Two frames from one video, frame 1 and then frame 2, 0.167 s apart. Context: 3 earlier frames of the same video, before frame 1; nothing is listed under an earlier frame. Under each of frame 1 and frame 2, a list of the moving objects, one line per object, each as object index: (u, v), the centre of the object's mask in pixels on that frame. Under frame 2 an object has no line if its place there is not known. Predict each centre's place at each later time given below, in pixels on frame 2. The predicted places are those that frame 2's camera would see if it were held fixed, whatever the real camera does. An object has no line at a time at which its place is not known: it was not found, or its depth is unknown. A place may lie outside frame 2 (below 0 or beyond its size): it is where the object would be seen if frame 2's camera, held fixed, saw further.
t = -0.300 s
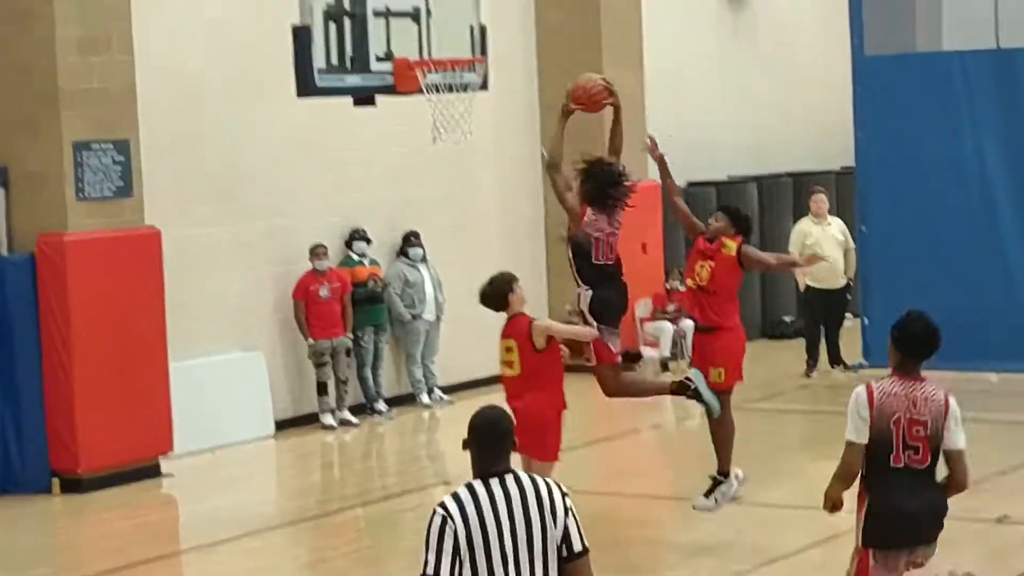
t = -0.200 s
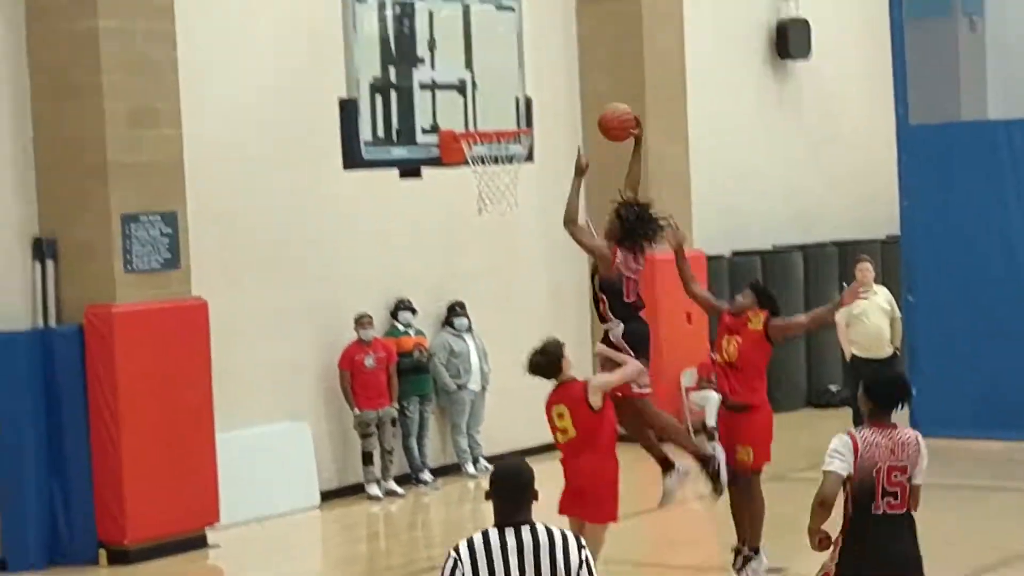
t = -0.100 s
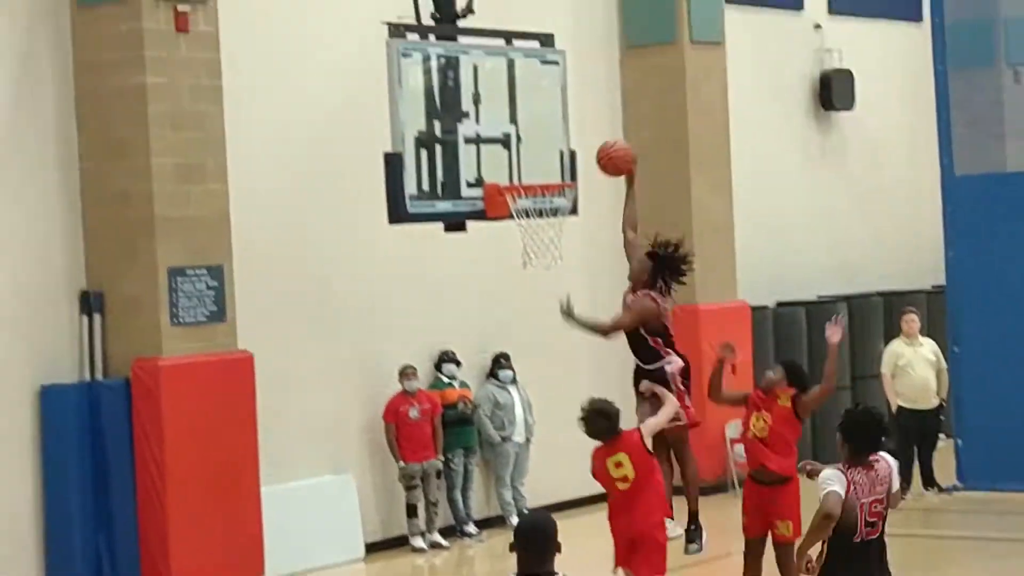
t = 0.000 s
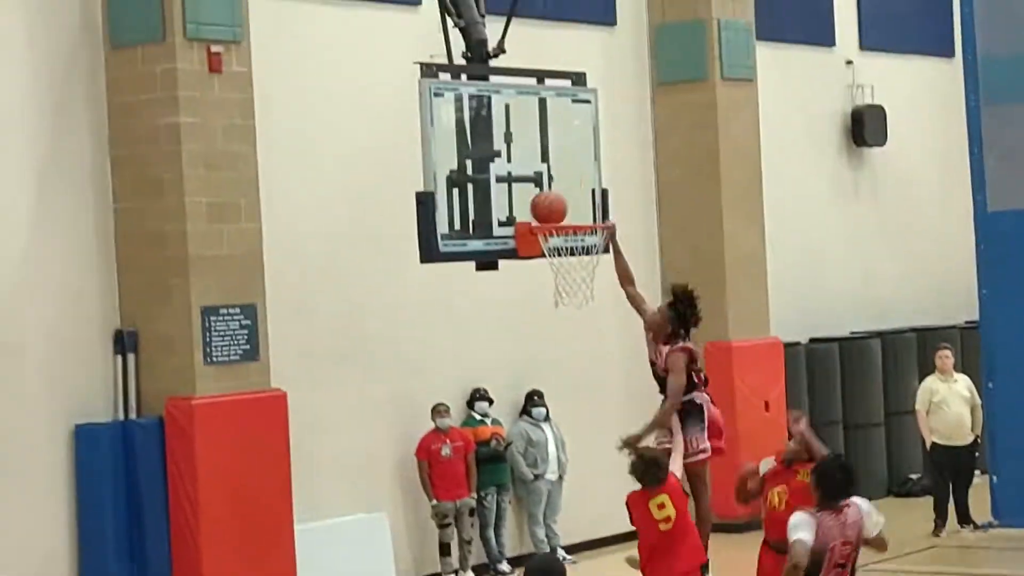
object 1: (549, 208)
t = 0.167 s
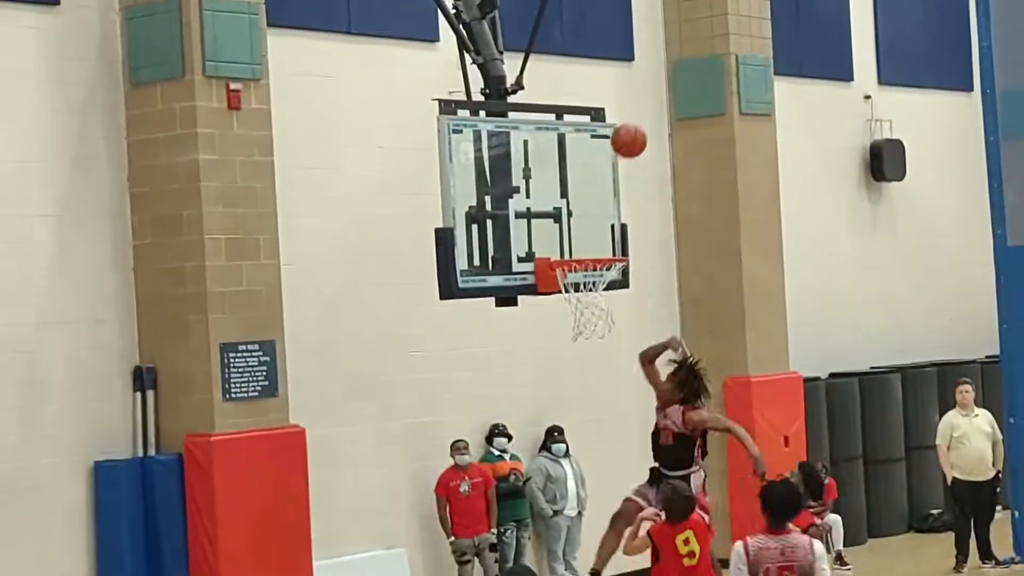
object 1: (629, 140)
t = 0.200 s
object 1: (641, 126)
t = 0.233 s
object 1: (654, 113)
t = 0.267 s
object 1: (665, 101)
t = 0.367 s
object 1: (699, 76)
